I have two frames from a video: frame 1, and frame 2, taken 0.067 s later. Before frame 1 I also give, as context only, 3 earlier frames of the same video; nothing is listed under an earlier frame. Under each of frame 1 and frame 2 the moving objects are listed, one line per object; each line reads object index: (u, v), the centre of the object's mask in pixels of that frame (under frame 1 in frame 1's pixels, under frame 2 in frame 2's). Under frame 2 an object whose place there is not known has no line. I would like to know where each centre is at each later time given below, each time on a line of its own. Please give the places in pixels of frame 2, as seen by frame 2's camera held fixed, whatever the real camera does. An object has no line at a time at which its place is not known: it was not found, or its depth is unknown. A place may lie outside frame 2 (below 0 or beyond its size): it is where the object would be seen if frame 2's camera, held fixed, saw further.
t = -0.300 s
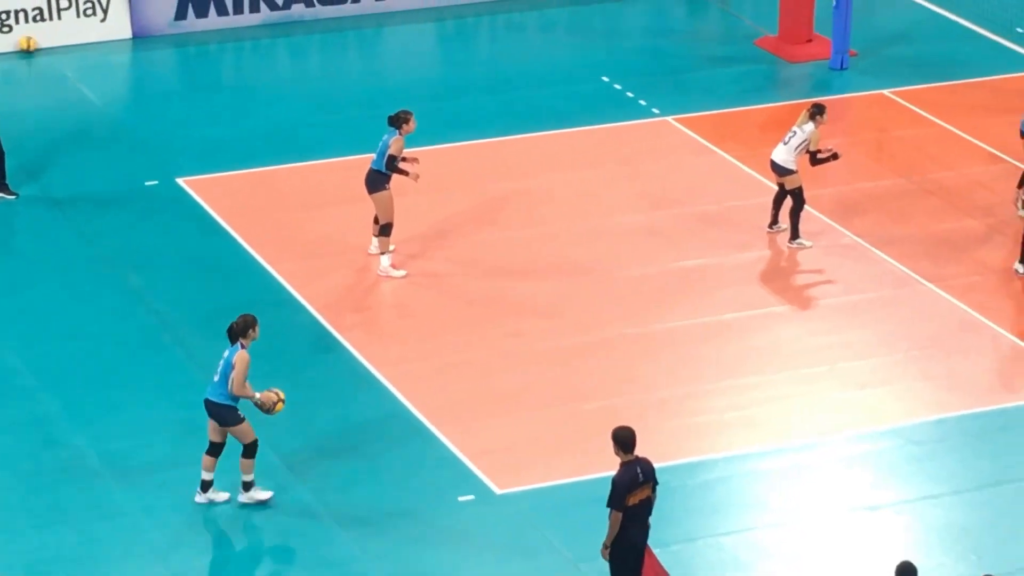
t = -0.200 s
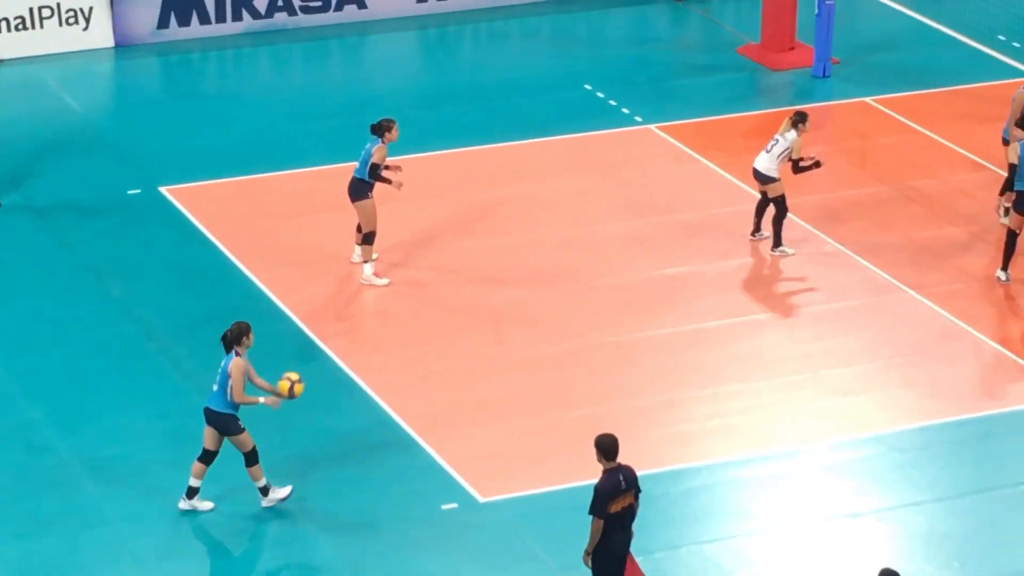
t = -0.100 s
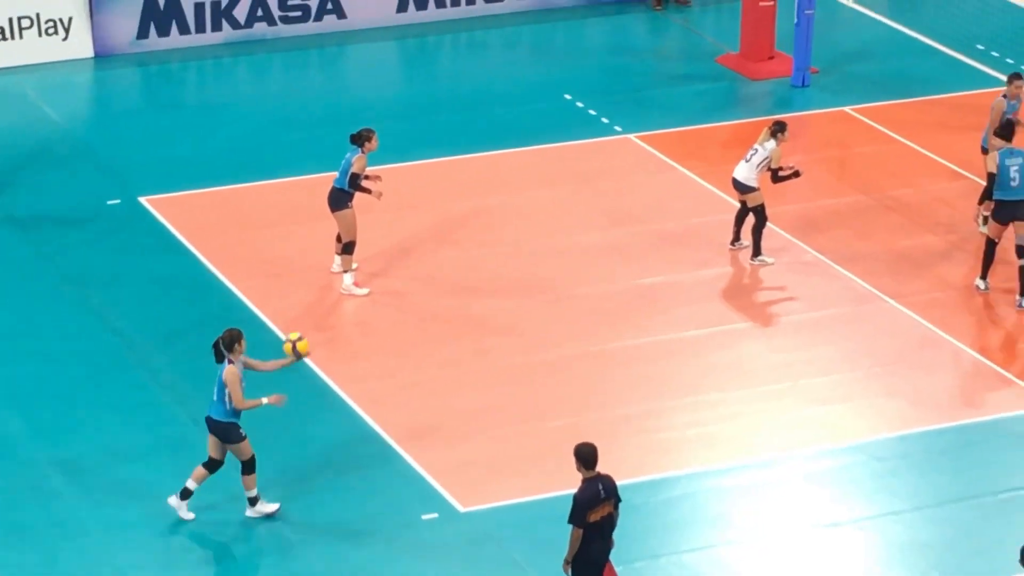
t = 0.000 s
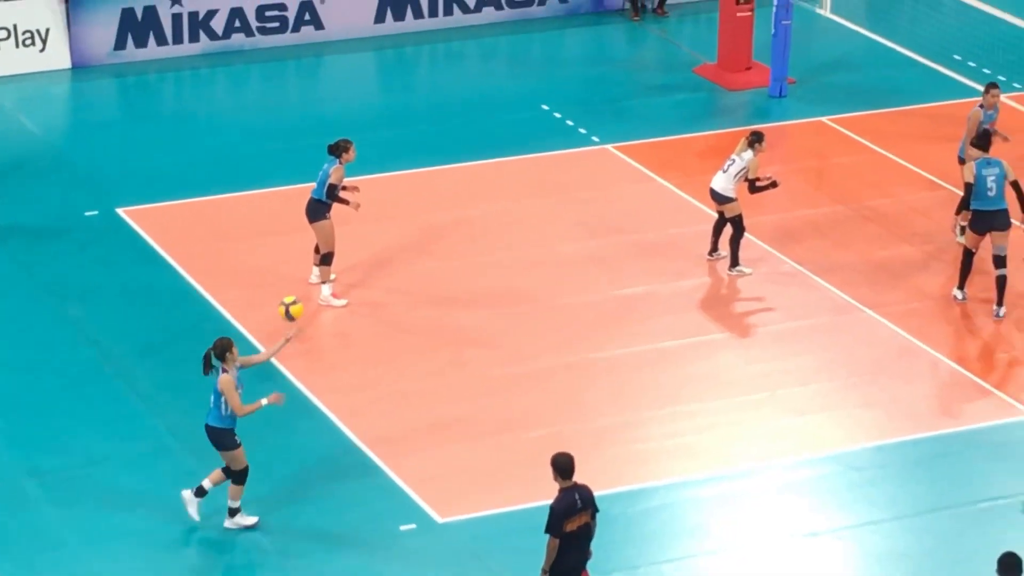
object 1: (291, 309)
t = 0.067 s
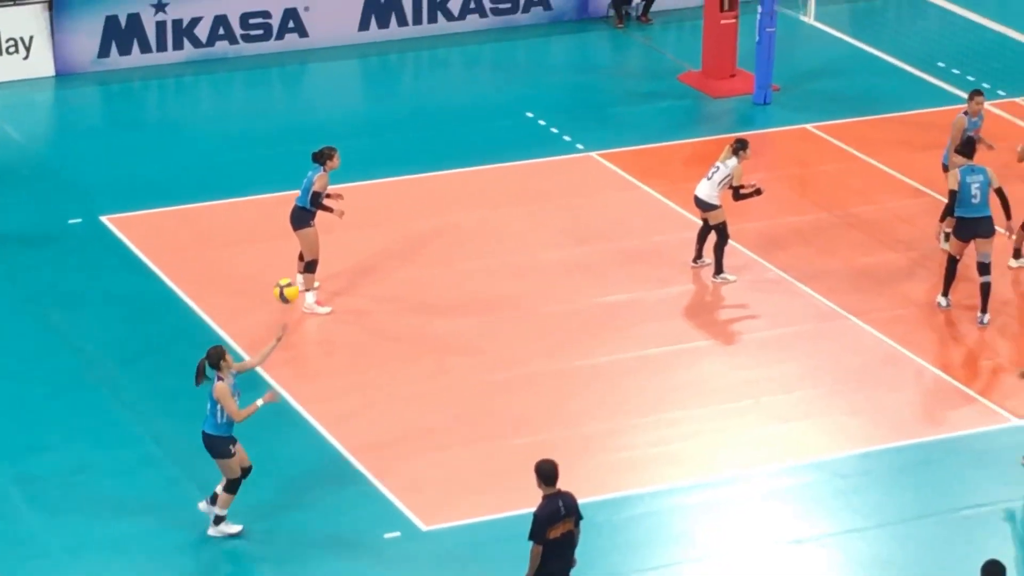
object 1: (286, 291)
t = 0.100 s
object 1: (292, 281)
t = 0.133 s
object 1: (298, 271)
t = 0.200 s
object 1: (310, 257)
